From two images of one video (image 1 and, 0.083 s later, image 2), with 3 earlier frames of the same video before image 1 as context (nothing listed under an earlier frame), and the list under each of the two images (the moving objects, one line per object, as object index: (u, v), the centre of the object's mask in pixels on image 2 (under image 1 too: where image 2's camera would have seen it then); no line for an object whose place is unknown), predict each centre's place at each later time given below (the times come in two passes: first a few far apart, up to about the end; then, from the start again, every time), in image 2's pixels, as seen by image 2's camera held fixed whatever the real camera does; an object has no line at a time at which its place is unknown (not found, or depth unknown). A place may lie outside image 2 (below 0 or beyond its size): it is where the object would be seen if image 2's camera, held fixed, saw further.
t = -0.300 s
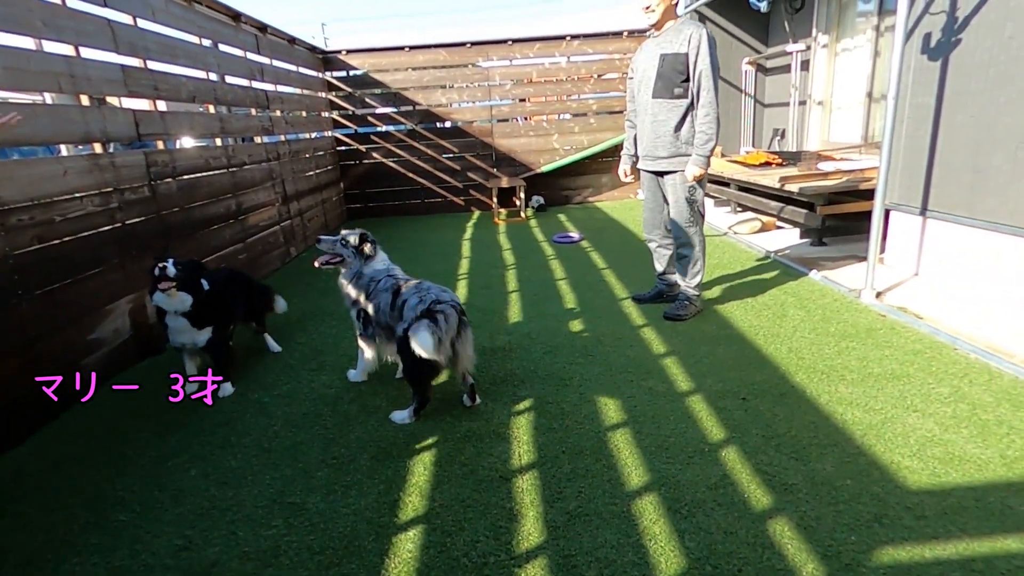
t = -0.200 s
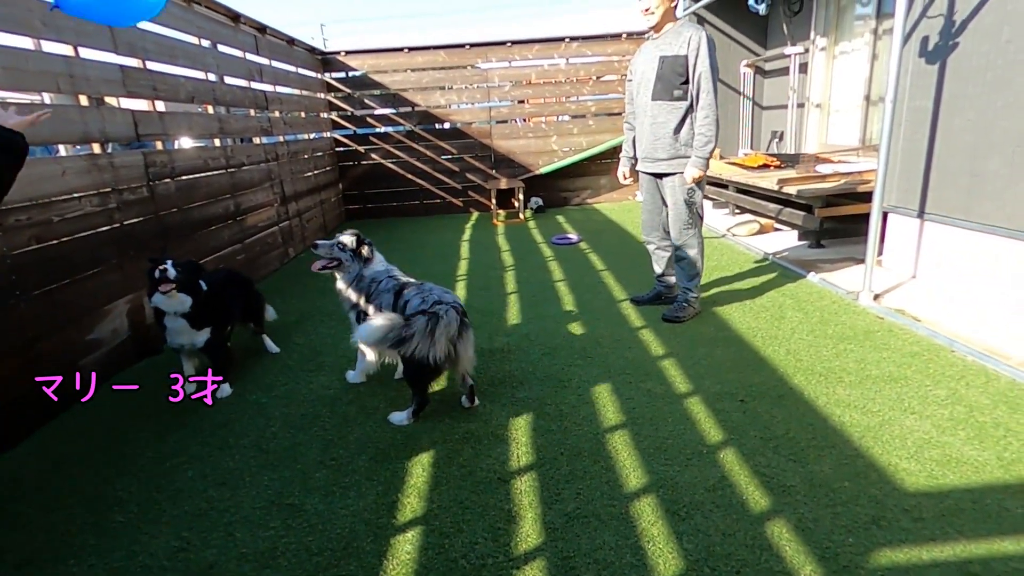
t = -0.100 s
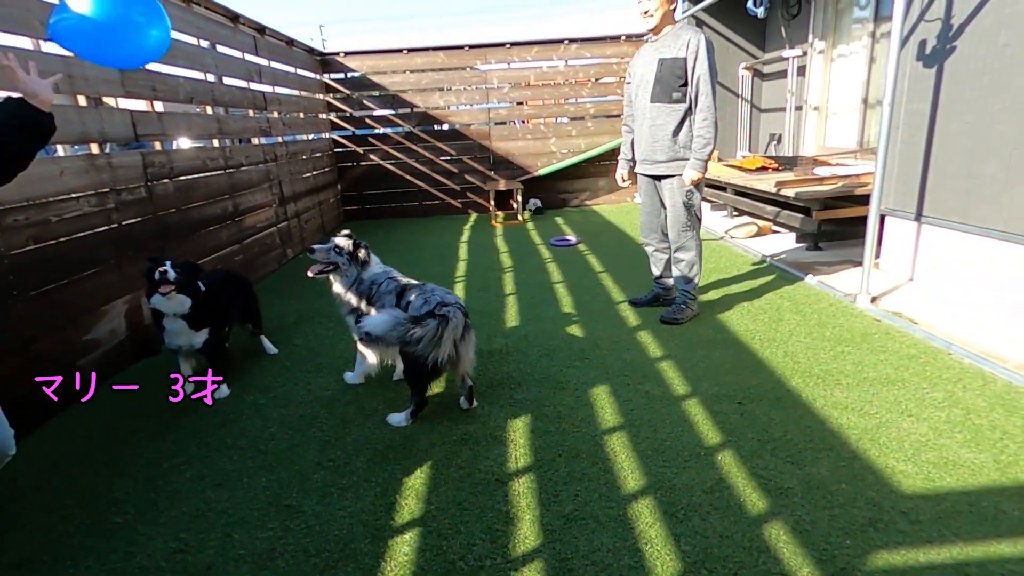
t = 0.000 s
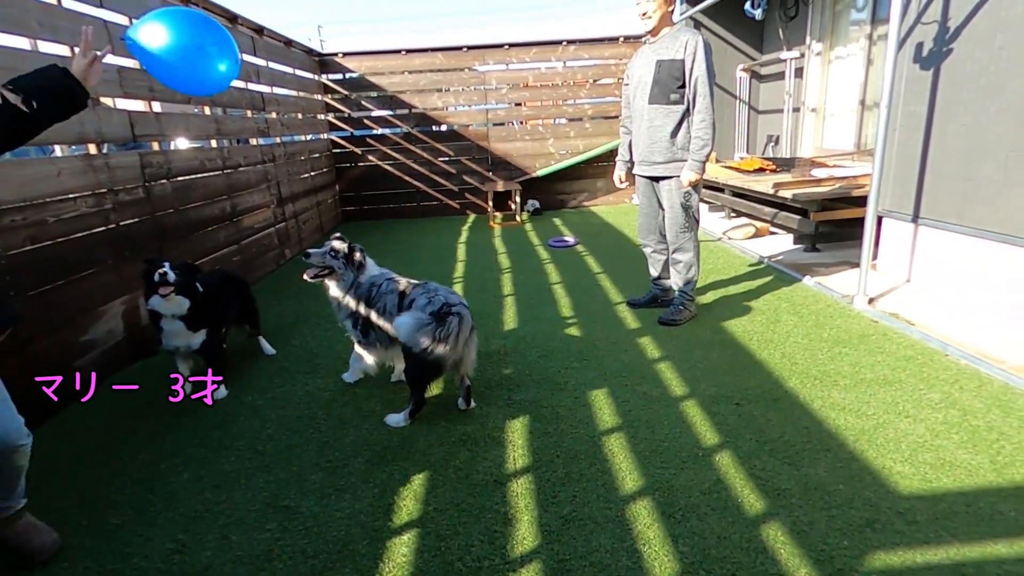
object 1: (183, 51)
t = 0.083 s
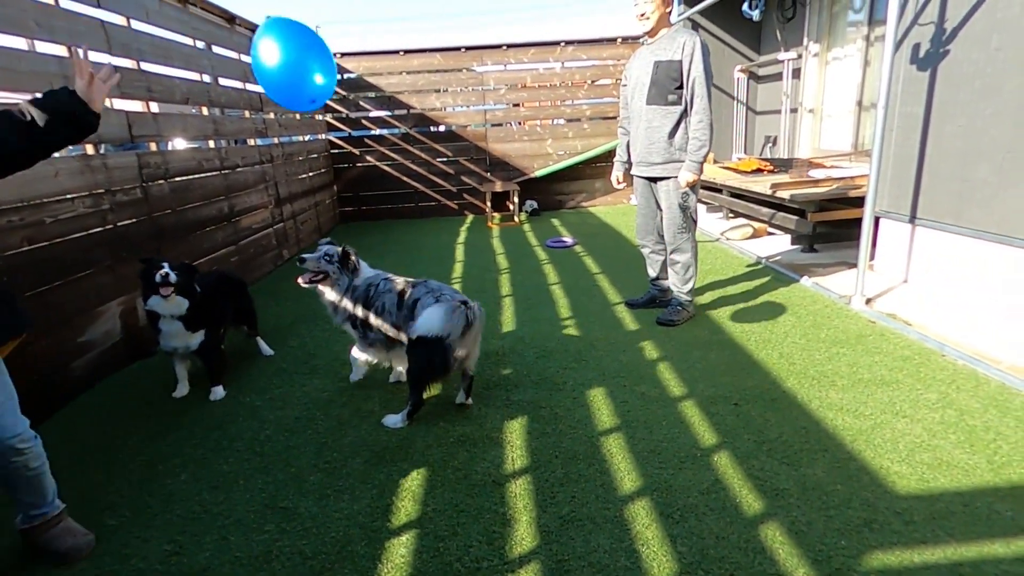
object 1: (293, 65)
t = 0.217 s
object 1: (412, 76)
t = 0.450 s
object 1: (556, 88)
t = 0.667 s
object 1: (642, 99)
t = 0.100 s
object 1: (311, 67)
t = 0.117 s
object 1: (327, 70)
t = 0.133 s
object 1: (343, 71)
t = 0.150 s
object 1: (357, 73)
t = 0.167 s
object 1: (371, 73)
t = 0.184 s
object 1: (385, 74)
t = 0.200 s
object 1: (399, 75)
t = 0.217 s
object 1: (412, 76)
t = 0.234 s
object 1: (425, 76)
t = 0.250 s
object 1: (438, 77)
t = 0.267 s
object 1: (450, 78)
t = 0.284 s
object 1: (462, 79)
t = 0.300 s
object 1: (473, 80)
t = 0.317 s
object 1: (484, 81)
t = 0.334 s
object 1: (495, 82)
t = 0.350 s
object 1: (504, 83)
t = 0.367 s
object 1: (514, 84)
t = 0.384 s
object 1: (523, 85)
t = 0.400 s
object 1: (532, 86)
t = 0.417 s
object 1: (540, 87)
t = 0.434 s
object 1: (549, 88)
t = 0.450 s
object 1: (556, 88)
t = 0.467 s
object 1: (564, 89)
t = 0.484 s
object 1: (571, 90)
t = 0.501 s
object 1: (579, 90)
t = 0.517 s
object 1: (586, 91)
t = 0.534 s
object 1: (592, 92)
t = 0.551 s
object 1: (599, 93)
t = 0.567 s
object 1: (606, 93)
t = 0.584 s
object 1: (612, 94)
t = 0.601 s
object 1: (618, 95)
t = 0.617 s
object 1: (624, 96)
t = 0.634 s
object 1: (630, 97)
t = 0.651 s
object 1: (637, 98)
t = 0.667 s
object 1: (642, 99)
